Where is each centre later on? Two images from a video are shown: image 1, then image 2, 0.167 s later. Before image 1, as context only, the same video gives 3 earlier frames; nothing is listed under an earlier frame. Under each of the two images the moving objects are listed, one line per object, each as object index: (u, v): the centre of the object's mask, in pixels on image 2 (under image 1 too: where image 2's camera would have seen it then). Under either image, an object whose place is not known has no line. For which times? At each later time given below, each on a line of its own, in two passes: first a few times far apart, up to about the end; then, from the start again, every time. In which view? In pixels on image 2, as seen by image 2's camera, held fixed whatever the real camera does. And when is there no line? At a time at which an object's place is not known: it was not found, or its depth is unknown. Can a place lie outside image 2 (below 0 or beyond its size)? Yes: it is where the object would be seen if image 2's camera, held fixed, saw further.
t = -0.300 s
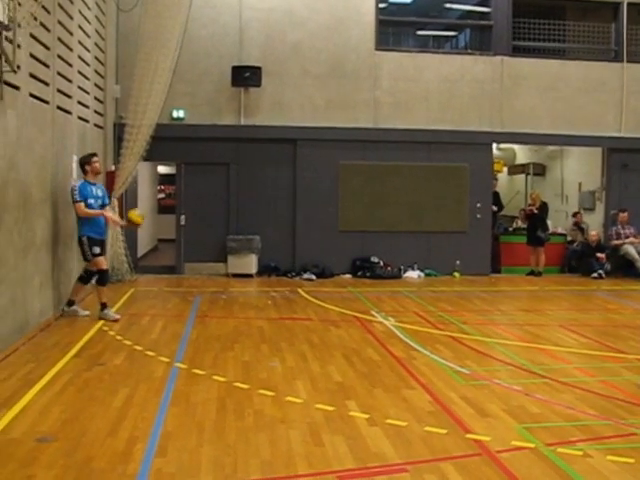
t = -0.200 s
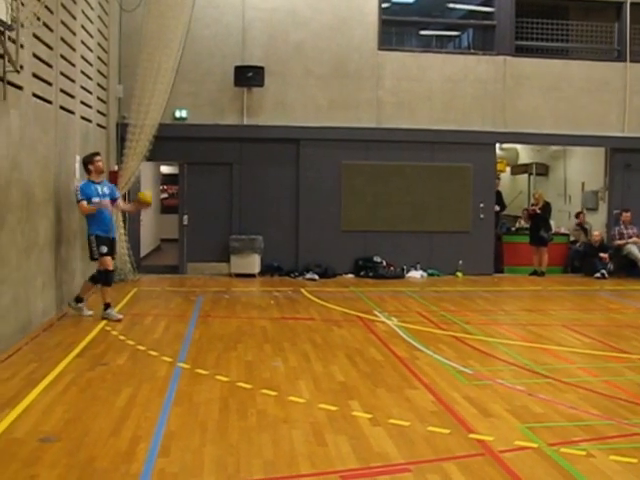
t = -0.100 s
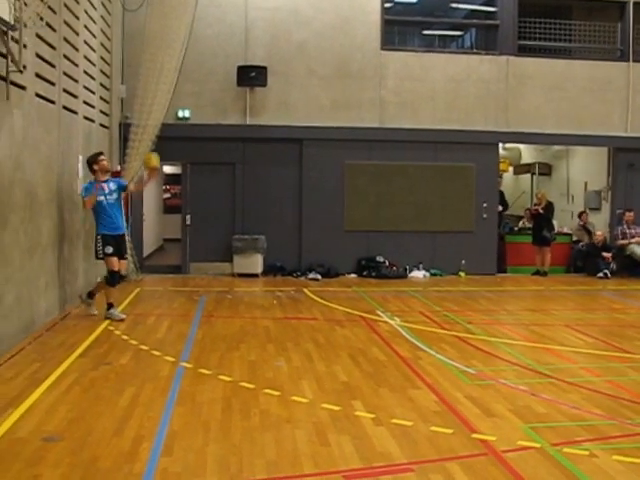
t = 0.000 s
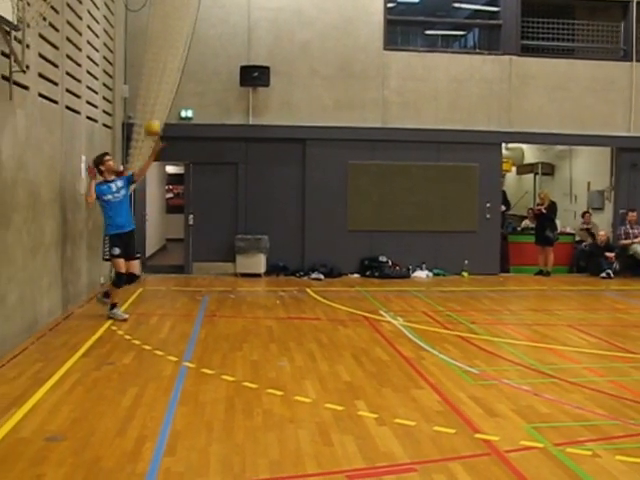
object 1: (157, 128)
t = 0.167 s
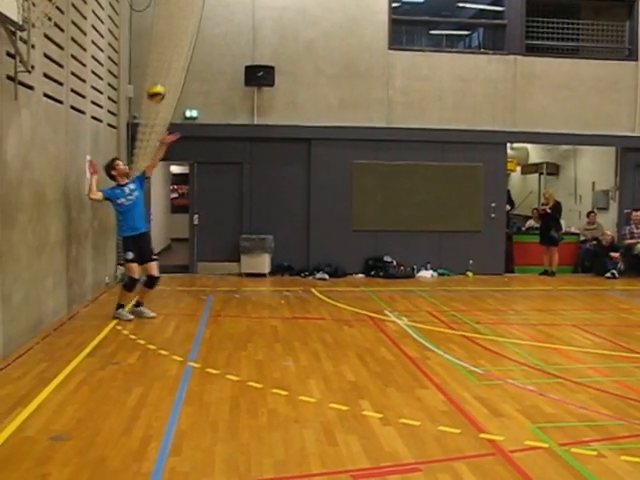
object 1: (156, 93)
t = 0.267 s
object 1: (155, 83)
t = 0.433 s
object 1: (153, 85)
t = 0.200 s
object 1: (155, 89)
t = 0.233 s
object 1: (155, 85)
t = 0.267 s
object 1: (155, 83)
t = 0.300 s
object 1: (154, 82)
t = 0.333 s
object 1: (154, 81)
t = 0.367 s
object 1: (154, 81)
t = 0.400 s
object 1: (153, 82)
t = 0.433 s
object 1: (153, 85)
